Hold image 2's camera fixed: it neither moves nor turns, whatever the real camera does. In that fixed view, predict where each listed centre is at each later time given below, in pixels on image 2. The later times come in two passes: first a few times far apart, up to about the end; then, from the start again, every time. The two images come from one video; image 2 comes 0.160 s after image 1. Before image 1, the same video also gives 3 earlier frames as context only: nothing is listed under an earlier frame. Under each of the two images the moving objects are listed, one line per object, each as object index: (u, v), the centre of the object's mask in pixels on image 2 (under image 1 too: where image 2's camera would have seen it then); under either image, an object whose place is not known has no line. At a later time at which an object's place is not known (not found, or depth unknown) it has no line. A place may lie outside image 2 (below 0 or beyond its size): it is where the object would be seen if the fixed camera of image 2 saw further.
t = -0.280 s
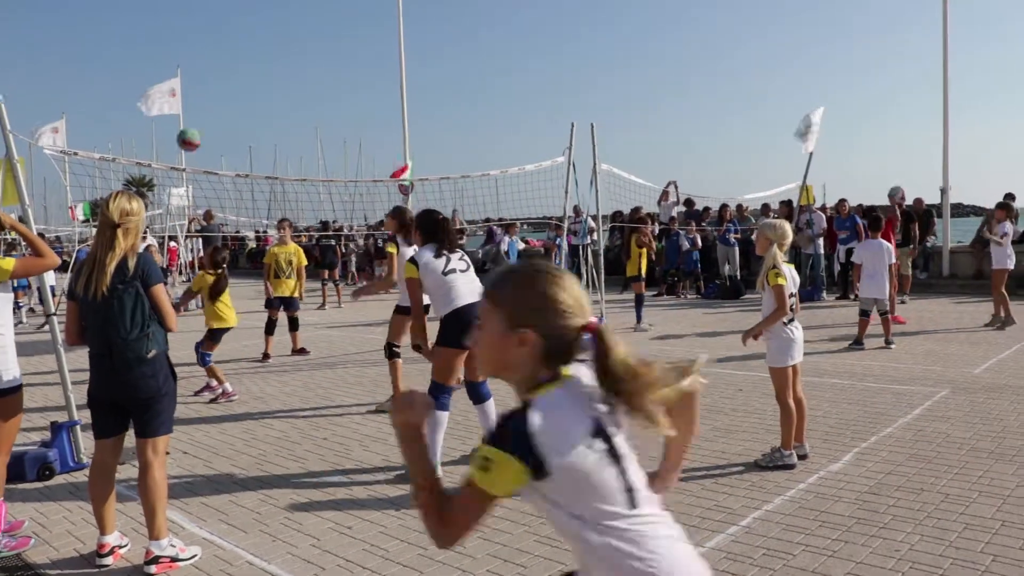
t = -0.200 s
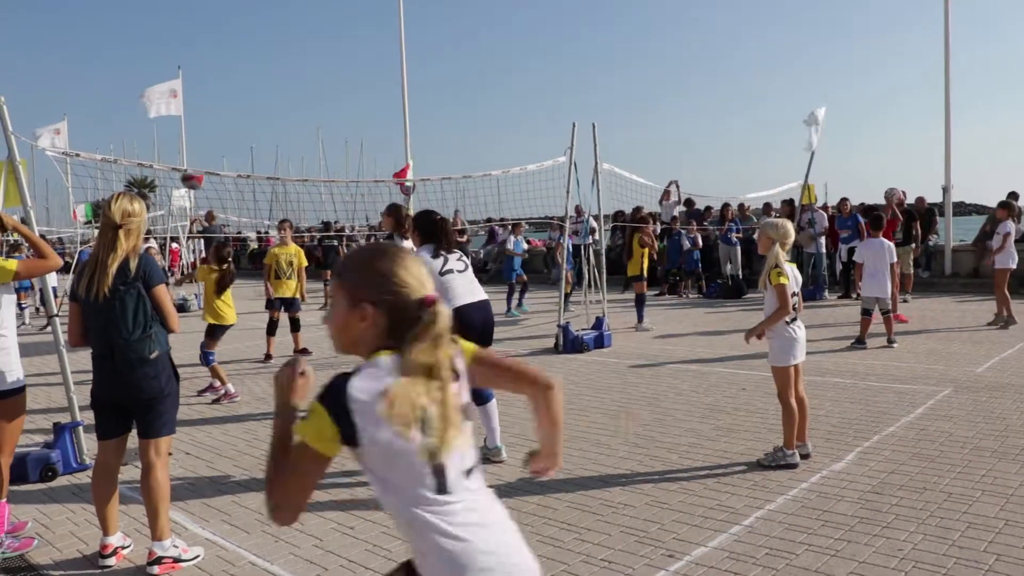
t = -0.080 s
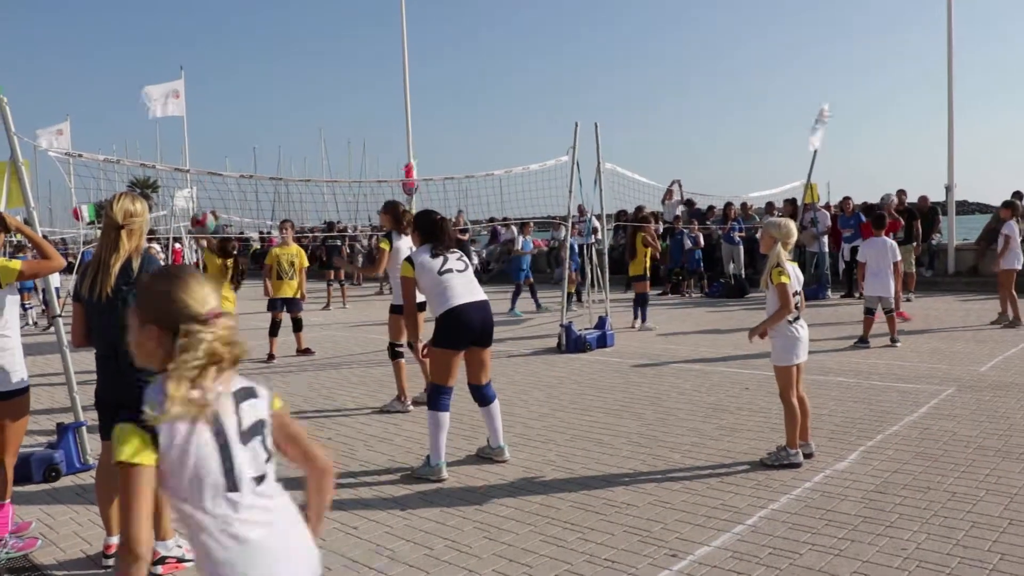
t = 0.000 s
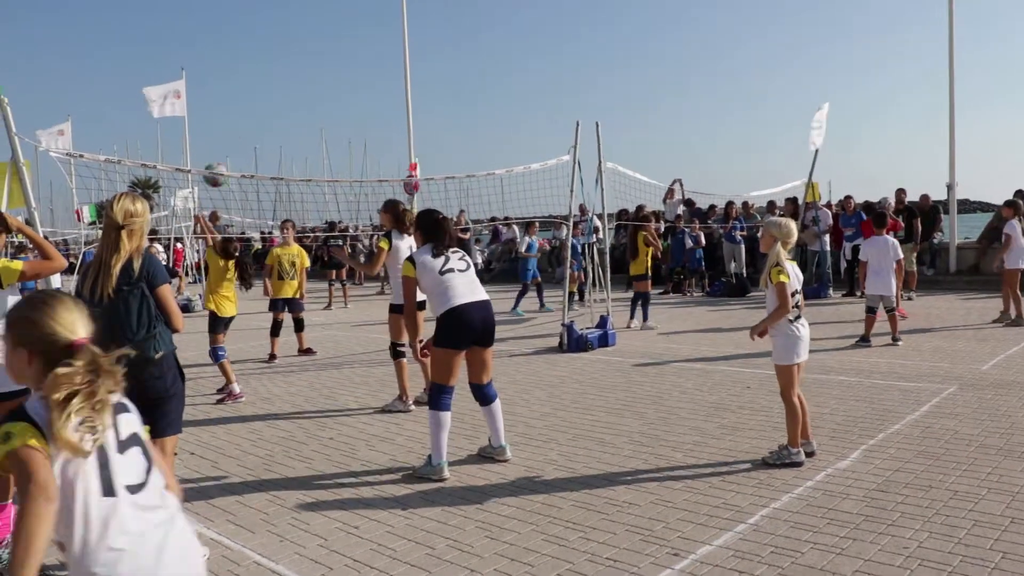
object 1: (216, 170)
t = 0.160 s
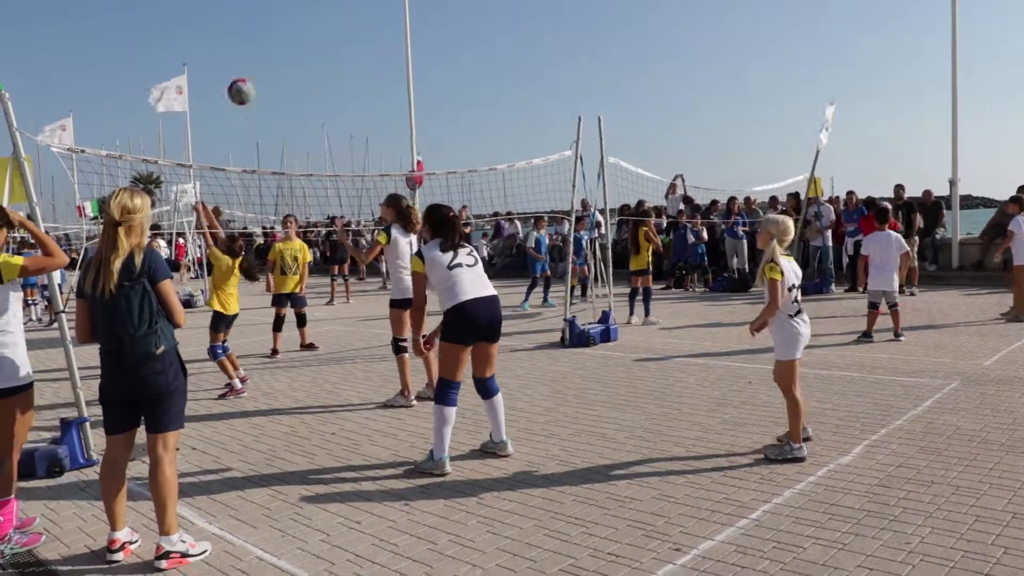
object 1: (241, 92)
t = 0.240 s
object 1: (255, 58)
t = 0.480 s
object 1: (304, 10)
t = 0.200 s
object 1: (248, 74)
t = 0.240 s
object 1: (255, 58)
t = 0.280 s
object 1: (263, 45)
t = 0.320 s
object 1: (270, 32)
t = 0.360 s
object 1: (278, 23)
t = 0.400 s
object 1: (286, 15)
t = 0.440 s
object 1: (295, 12)
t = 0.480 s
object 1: (304, 10)
